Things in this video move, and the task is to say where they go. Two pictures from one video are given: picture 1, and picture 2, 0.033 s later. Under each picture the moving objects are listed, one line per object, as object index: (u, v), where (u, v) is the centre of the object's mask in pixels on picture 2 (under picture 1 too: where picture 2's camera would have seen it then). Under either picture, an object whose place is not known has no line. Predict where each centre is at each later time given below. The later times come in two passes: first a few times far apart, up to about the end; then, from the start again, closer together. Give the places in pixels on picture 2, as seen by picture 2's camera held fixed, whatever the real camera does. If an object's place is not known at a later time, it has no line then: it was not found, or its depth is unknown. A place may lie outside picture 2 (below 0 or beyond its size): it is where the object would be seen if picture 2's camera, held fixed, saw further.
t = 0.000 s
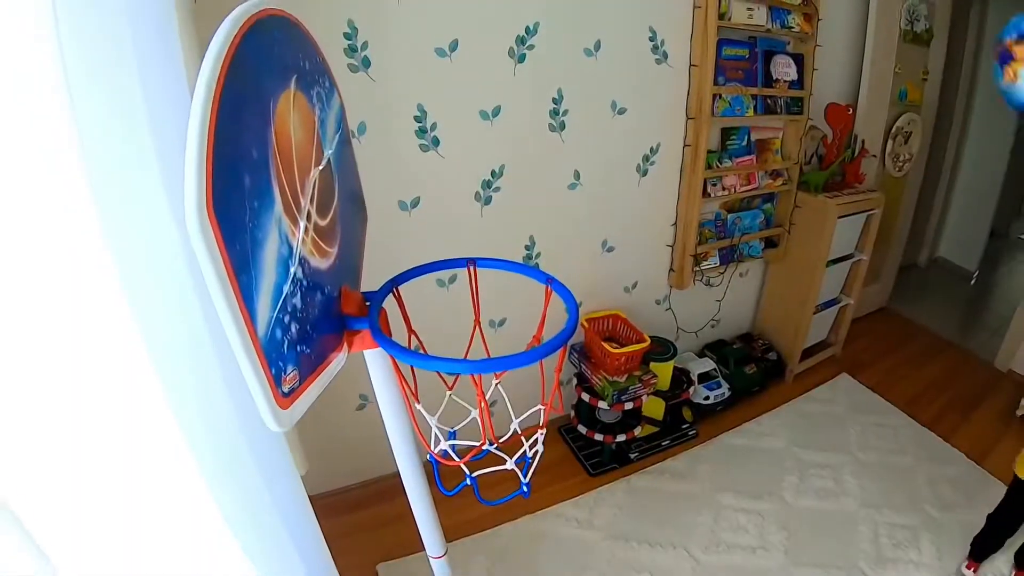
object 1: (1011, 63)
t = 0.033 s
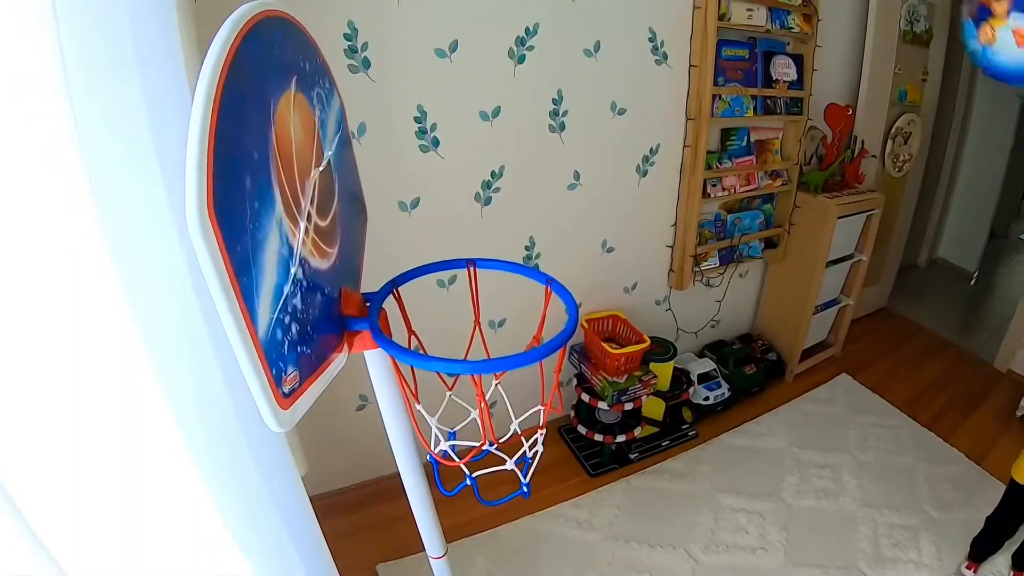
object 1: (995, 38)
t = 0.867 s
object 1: (542, 243)
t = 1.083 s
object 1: (636, 454)
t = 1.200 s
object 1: (645, 547)
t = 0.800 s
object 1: (492, 228)
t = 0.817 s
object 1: (505, 228)
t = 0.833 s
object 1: (517, 231)
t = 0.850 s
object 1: (530, 236)
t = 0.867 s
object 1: (542, 243)
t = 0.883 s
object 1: (552, 252)
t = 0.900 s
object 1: (563, 263)
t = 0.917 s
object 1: (573, 274)
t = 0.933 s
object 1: (582, 287)
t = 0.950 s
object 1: (591, 303)
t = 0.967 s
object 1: (598, 320)
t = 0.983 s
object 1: (606, 337)
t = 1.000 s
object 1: (613, 358)
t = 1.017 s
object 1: (618, 379)
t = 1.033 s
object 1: (623, 397)
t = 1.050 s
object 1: (628, 415)
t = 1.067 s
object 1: (631, 433)
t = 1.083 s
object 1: (636, 454)
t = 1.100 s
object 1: (638, 471)
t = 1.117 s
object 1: (640, 489)
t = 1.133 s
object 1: (642, 507)
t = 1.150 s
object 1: (643, 520)
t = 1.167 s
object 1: (645, 530)
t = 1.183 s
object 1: (645, 539)
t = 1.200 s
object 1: (645, 547)
